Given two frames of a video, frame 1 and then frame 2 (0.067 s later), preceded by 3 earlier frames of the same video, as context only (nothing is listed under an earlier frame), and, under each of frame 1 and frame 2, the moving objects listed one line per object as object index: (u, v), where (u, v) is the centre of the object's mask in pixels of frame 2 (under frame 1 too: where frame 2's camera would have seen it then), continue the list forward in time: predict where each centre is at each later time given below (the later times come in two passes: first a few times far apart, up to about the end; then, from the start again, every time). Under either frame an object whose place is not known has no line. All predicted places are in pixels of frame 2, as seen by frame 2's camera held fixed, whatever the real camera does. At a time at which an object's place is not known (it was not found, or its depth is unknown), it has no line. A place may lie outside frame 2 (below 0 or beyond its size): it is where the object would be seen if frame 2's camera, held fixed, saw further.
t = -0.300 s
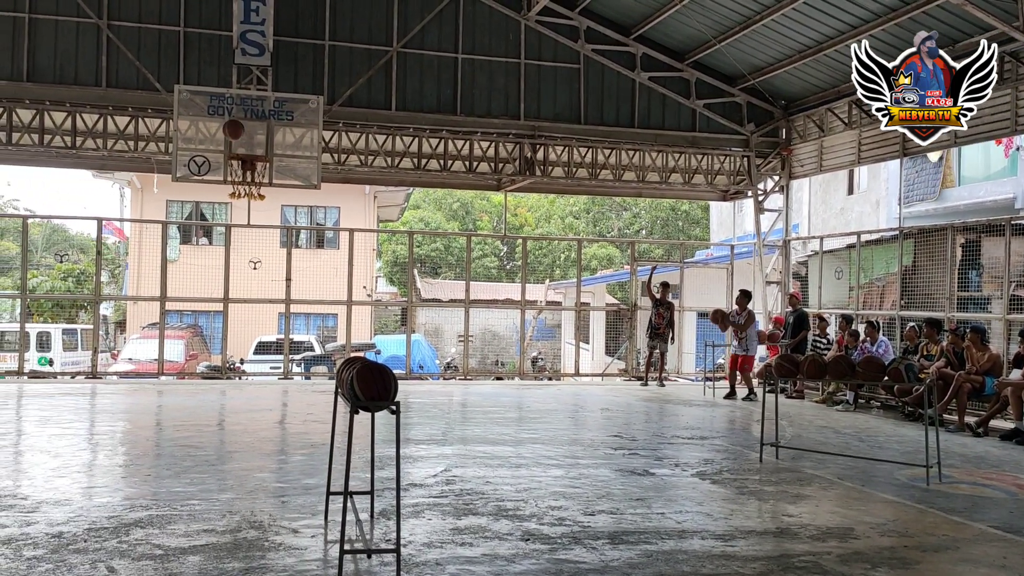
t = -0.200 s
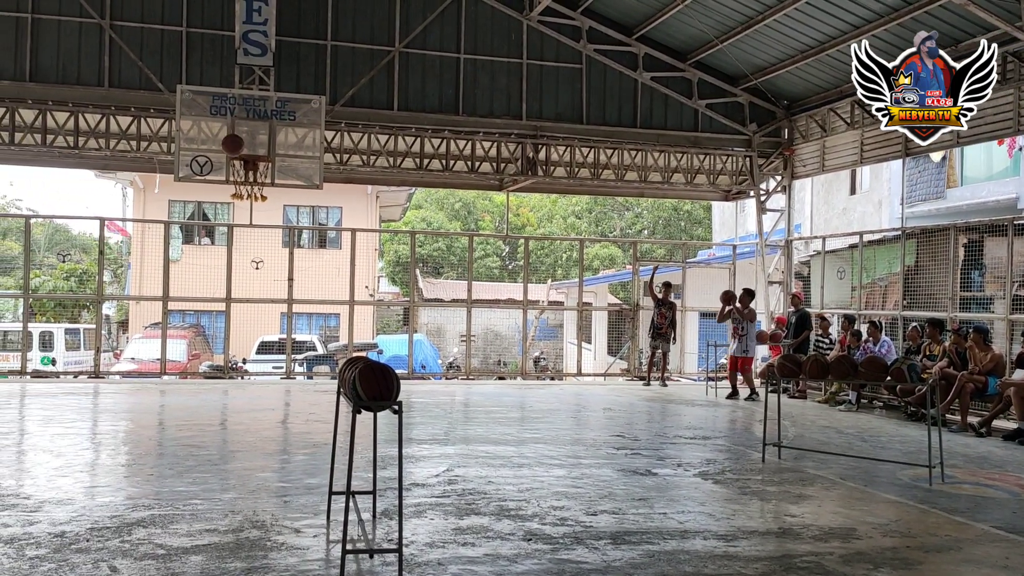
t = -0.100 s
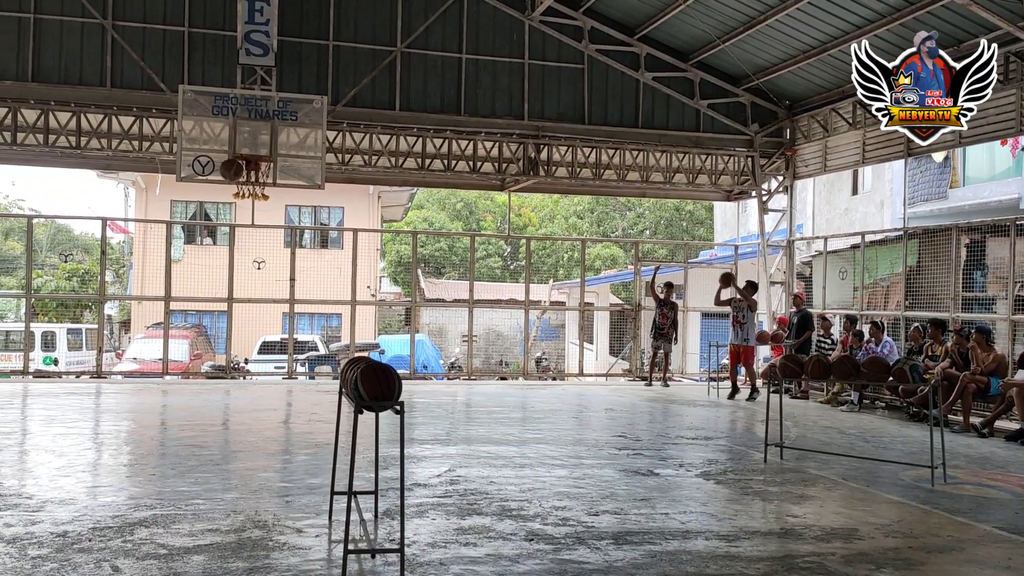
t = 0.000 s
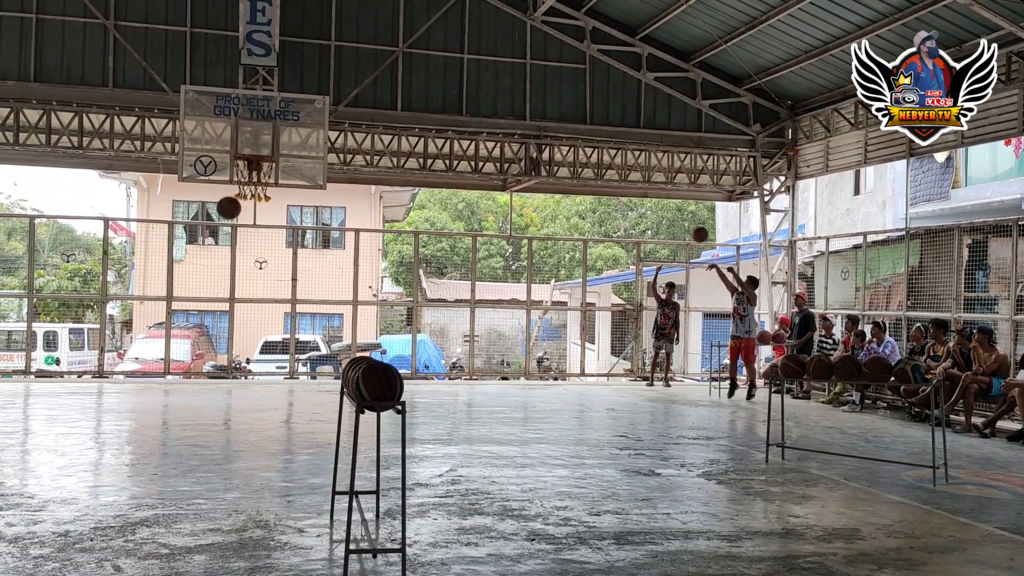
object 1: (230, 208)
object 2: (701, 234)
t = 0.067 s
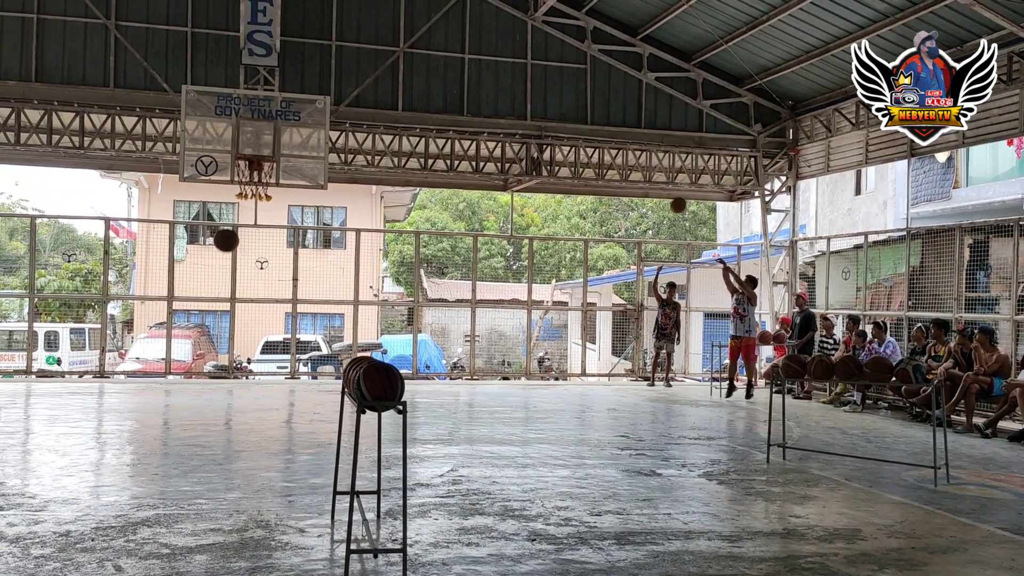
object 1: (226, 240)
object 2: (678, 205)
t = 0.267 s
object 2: (608, 133)
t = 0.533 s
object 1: (201, 316)
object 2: (511, 80)
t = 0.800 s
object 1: (188, 222)
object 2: (410, 74)
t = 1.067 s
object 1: (169, 212)
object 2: (301, 118)
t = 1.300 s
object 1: (147, 297)
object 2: (226, 183)
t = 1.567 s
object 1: (113, 499)
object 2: (188, 253)
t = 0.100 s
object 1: (224, 259)
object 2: (667, 191)
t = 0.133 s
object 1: (222, 279)
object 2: (655, 178)
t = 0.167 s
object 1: (220, 301)
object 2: (643, 166)
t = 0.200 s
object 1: (218, 325)
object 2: (631, 154)
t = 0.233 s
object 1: (216, 351)
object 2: (620, 143)
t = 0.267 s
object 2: (608, 133)
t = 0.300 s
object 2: (596, 126)
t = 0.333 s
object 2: (584, 116)
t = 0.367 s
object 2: (572, 109)
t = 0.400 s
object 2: (560, 102)
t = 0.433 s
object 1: (205, 369)
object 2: (547, 95)
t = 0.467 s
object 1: (204, 350)
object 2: (535, 89)
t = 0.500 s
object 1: (202, 333)
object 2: (523, 84)
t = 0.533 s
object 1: (201, 316)
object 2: (511, 80)
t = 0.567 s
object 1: (200, 301)
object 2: (498, 76)
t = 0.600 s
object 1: (198, 286)
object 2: (486, 74)
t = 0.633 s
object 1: (197, 273)
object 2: (473, 72)
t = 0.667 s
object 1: (195, 260)
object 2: (461, 70)
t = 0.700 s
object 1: (194, 249)
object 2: (448, 70)
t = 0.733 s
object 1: (192, 238)
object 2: (435, 70)
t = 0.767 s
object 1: (190, 230)
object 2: (422, 72)
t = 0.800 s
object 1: (188, 222)
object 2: (410, 74)
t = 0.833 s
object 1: (186, 216)
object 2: (396, 76)
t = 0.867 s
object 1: (184, 211)
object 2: (382, 81)
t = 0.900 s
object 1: (182, 207)
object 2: (370, 84)
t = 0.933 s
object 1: (179, 205)
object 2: (356, 91)
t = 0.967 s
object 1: (177, 204)
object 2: (343, 97)
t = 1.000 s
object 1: (175, 205)
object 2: (331, 102)
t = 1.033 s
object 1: (172, 208)
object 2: (315, 110)
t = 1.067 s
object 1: (169, 212)
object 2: (301, 118)
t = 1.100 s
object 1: (166, 219)
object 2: (288, 129)
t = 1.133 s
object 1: (164, 227)
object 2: (274, 140)
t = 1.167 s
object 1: (160, 236)
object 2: (260, 151)
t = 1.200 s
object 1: (157, 248)
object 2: (245, 164)
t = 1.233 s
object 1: (154, 262)
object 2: (235, 175)
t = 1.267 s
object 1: (150, 278)
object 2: (230, 179)
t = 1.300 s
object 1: (147, 297)
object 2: (226, 183)
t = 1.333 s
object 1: (143, 319)
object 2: (221, 189)
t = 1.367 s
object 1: (139, 343)
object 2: (217, 196)
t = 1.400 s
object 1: (135, 369)
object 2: (212, 203)
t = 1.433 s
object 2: (207, 211)
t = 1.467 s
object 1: (127, 430)
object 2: (203, 220)
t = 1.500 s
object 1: (122, 465)
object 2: (198, 231)
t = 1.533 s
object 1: (117, 504)
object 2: (193, 241)
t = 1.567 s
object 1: (113, 499)
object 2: (188, 253)
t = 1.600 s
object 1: (110, 476)
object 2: (183, 266)
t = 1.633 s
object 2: (178, 279)
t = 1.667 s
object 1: (104, 432)
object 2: (173, 294)
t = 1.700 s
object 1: (101, 412)
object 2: (168, 309)
